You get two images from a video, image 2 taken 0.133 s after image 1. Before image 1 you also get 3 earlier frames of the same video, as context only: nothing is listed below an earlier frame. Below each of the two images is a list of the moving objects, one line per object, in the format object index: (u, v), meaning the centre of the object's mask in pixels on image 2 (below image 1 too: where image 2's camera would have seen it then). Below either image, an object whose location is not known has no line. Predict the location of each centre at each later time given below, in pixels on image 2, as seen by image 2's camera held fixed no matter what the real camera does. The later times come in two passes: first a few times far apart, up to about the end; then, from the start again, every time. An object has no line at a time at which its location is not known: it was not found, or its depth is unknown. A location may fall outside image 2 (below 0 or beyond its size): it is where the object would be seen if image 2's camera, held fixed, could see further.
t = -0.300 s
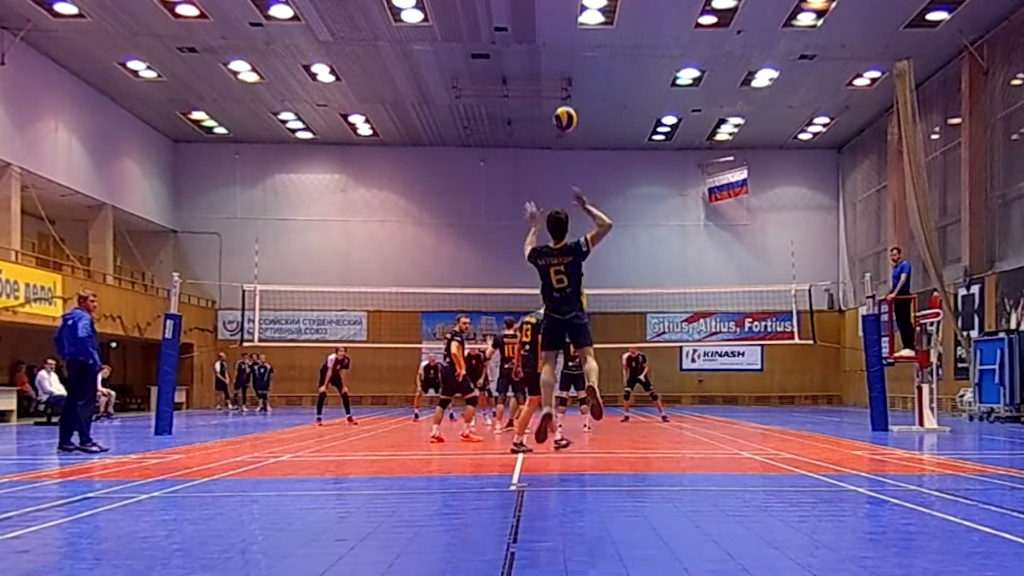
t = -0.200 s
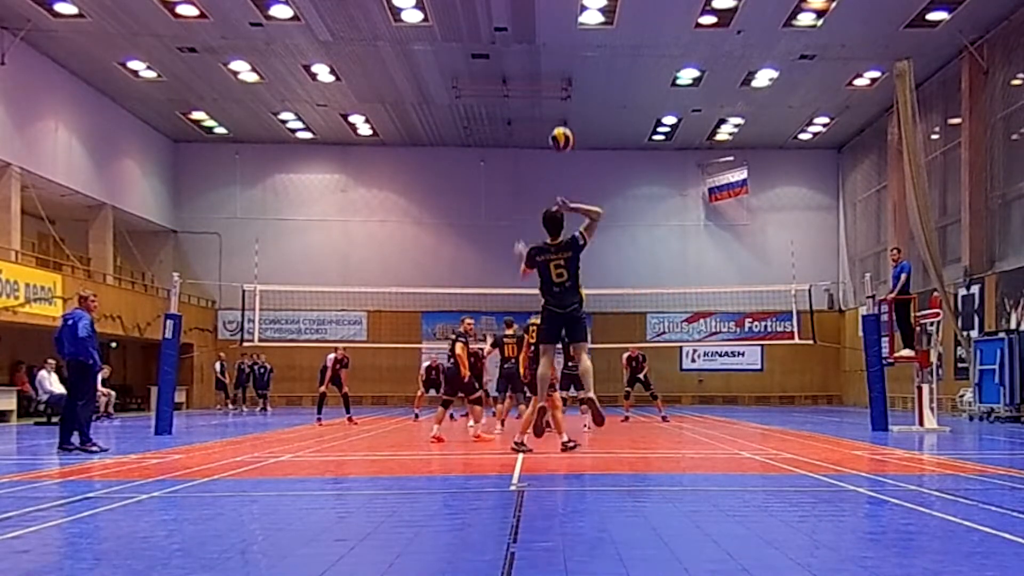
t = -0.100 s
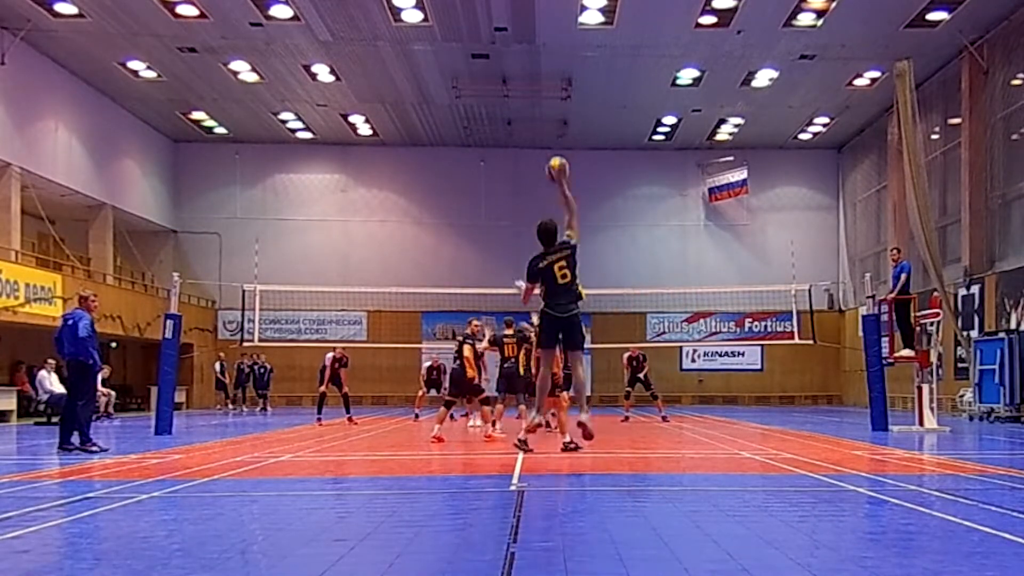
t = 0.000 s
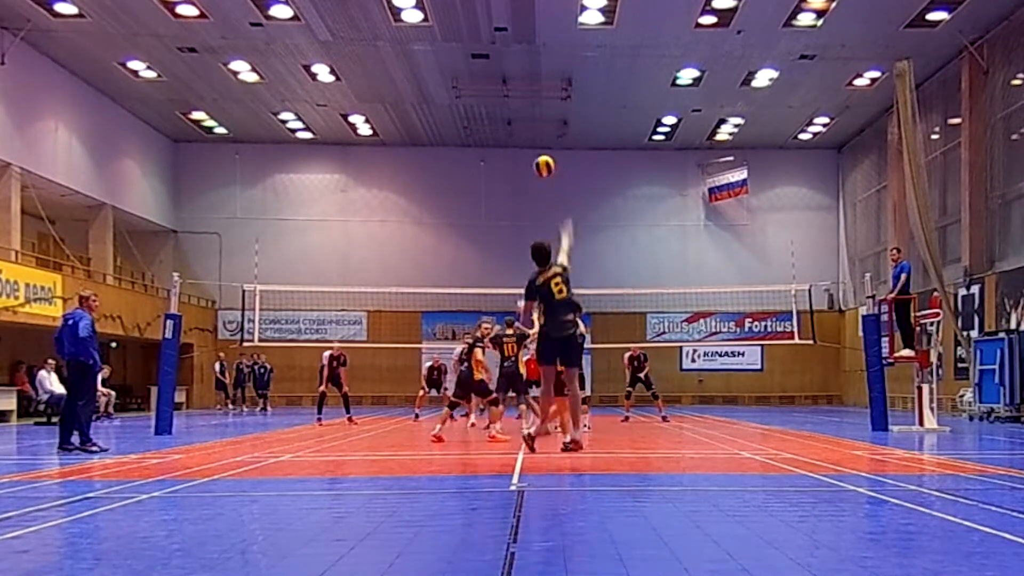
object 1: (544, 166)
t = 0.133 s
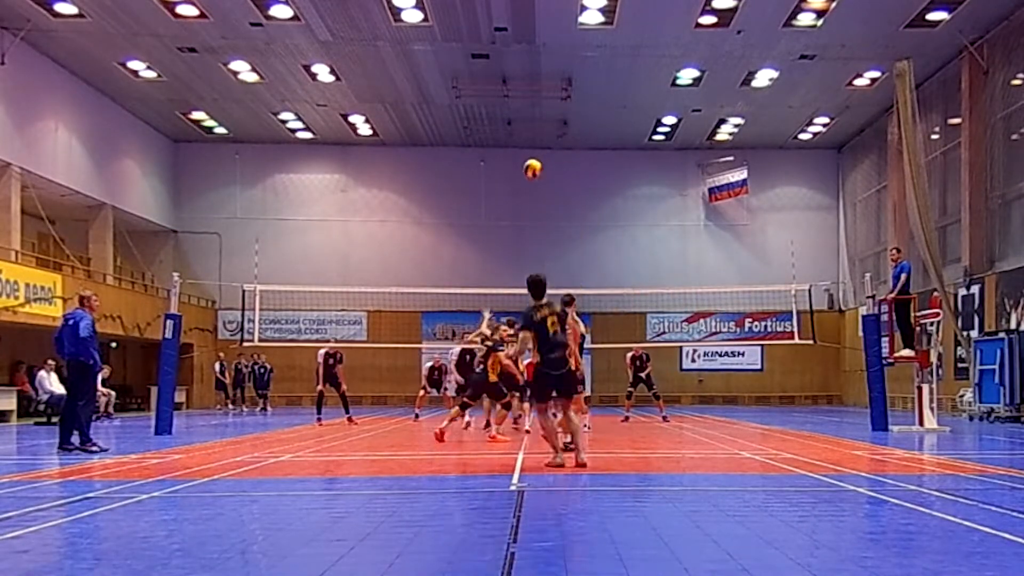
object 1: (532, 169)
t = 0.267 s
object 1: (525, 183)
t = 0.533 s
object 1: (527, 236)
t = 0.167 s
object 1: (530, 171)
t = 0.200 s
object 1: (529, 174)
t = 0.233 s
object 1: (527, 178)
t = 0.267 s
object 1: (525, 183)
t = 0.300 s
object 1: (525, 188)
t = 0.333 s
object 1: (524, 194)
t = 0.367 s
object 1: (523, 201)
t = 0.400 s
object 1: (523, 208)
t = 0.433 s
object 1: (525, 214)
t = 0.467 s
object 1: (525, 222)
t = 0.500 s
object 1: (525, 229)
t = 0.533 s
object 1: (527, 236)
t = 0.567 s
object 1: (528, 245)
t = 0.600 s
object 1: (528, 252)
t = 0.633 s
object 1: (528, 260)
